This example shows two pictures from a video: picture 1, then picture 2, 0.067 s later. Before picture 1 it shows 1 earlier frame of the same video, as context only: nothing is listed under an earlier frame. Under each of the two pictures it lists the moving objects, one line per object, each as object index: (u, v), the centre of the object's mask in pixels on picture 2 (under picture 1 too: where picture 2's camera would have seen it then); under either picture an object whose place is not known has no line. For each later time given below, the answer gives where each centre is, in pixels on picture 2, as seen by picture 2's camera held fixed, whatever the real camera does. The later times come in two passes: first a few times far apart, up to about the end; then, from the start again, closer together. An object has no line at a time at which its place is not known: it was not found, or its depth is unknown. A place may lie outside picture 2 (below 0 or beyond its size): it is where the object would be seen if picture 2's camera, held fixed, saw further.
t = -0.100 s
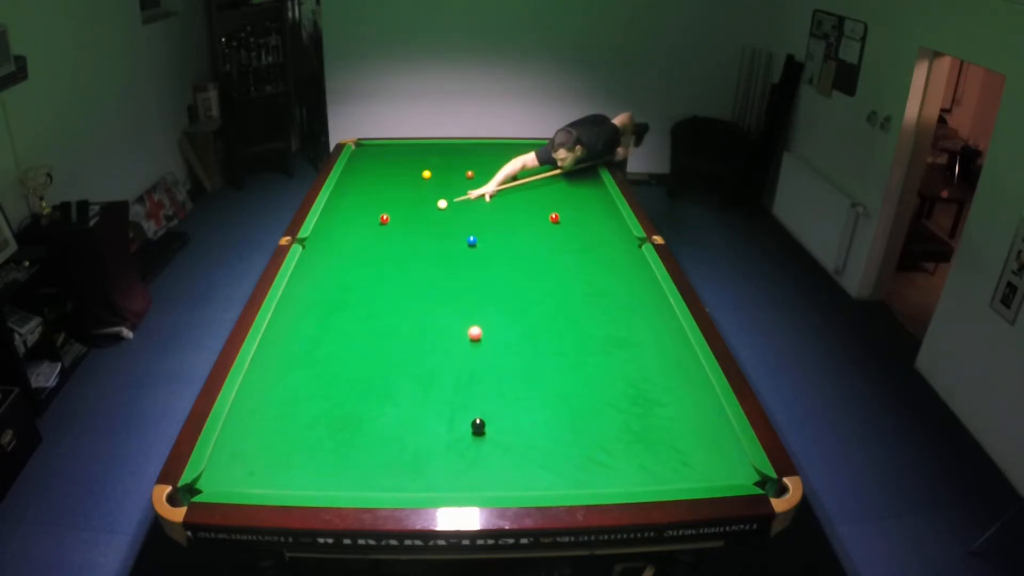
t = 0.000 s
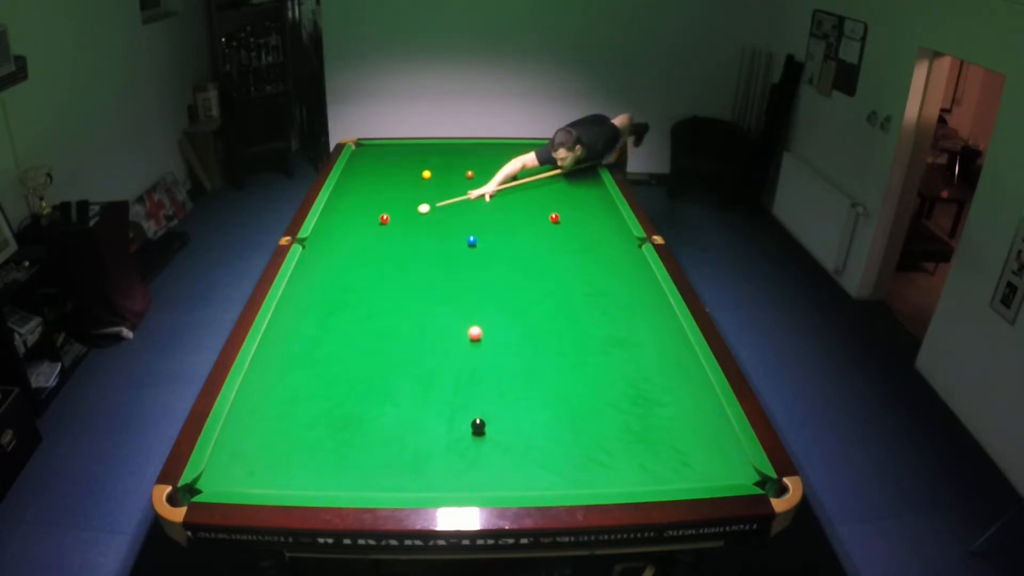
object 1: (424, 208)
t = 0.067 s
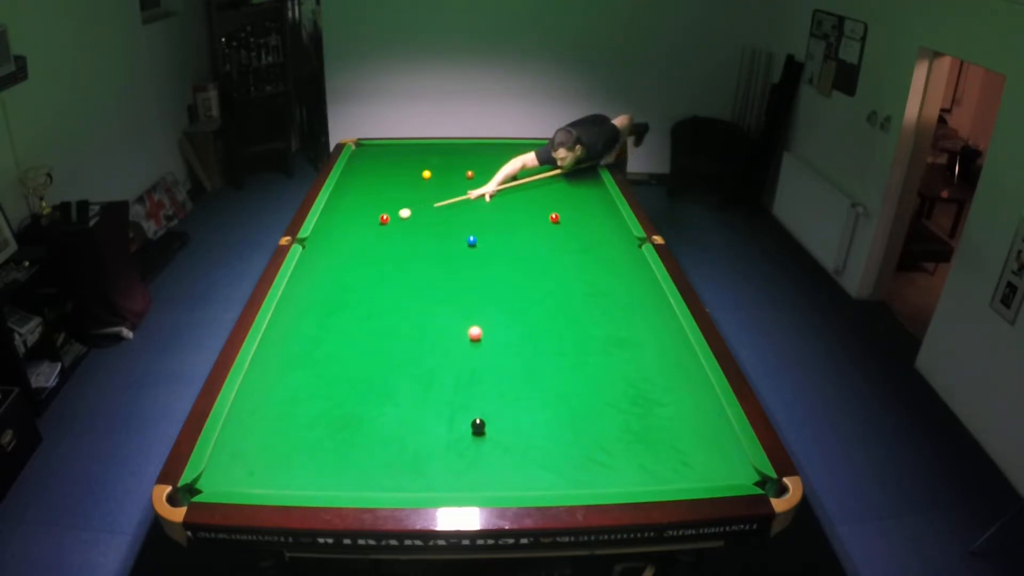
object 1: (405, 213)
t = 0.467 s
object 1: (371, 220)
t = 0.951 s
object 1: (335, 227)
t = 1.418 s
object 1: (323, 232)
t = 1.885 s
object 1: (337, 234)
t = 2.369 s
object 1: (350, 236)
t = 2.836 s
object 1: (359, 238)
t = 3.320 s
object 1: (365, 238)
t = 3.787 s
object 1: (367, 239)
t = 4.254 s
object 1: (367, 239)
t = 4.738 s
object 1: (367, 239)
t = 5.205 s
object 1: (367, 239)
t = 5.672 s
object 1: (367, 239)
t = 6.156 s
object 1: (367, 239)
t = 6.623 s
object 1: (367, 239)
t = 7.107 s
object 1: (367, 239)
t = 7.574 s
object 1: (367, 239)
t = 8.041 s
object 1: (367, 239)
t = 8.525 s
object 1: (367, 239)
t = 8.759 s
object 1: (367, 239)
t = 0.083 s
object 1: (400, 214)
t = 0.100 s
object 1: (395, 215)
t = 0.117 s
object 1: (392, 216)
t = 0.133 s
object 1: (392, 216)
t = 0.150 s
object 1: (391, 216)
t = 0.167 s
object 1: (391, 216)
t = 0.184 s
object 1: (390, 216)
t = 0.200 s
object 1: (389, 216)
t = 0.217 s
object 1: (389, 217)
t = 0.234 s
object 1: (388, 217)
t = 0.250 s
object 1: (387, 217)
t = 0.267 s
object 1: (386, 217)
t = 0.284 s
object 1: (385, 217)
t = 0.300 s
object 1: (384, 217)
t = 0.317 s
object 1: (383, 218)
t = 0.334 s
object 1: (381, 218)
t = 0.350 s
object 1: (380, 218)
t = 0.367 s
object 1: (379, 218)
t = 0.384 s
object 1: (377, 219)
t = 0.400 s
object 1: (376, 219)
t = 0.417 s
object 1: (375, 219)
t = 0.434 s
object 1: (373, 219)
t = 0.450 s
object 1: (372, 219)
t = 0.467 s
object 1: (371, 220)
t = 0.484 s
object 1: (369, 220)
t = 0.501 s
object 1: (368, 220)
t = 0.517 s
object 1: (367, 221)
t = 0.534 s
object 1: (366, 221)
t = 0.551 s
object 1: (364, 221)
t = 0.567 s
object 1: (363, 221)
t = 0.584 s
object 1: (362, 221)
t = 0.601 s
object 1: (361, 222)
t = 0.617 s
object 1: (359, 222)
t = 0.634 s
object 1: (358, 222)
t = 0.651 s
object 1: (357, 222)
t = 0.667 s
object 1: (355, 223)
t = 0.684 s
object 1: (354, 223)
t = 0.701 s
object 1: (353, 223)
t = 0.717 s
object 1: (352, 223)
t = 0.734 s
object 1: (351, 224)
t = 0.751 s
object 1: (349, 224)
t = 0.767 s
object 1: (348, 224)
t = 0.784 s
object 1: (347, 224)
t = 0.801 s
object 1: (346, 224)
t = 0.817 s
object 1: (345, 225)
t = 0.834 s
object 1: (343, 225)
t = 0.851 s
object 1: (342, 225)
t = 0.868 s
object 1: (341, 225)
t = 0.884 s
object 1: (340, 226)
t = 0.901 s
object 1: (338, 226)
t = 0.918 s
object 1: (337, 226)
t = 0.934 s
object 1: (336, 226)
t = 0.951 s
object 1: (335, 227)
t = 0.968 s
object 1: (334, 227)
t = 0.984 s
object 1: (333, 227)
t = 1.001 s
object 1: (331, 227)
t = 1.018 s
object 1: (330, 227)
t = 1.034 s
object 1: (329, 228)
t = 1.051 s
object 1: (328, 228)
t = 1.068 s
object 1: (327, 228)
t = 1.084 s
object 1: (326, 229)
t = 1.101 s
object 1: (325, 229)
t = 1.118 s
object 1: (323, 229)
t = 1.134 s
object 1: (322, 229)
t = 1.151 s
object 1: (321, 229)
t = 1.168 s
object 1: (320, 230)
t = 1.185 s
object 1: (319, 230)
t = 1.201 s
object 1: (318, 230)
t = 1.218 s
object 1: (317, 230)
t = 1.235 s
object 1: (316, 230)
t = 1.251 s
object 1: (317, 231)
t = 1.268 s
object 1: (317, 231)
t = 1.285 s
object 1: (318, 231)
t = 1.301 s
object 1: (319, 231)
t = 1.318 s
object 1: (319, 231)
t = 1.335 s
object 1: (320, 231)
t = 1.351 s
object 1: (320, 231)
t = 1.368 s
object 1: (321, 231)
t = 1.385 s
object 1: (322, 231)
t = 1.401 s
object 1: (322, 231)
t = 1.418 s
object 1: (323, 232)
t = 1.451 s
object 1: (324, 232)
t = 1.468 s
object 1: (324, 232)
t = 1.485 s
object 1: (325, 232)
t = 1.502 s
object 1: (325, 232)
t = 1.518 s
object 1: (326, 232)
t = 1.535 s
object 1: (327, 232)
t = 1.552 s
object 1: (327, 232)
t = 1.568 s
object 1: (328, 232)
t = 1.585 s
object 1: (328, 233)
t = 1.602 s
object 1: (329, 233)
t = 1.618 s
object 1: (329, 233)
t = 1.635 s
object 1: (330, 233)
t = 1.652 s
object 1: (330, 233)
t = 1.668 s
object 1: (331, 233)
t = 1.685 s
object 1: (331, 233)
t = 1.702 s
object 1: (332, 233)
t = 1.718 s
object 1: (332, 233)
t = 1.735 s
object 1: (333, 233)
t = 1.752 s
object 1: (333, 233)
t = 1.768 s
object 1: (334, 234)
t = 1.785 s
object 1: (334, 234)
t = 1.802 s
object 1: (335, 234)
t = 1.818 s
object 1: (335, 234)
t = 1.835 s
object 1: (336, 234)
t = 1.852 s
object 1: (336, 234)
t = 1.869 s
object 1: (337, 234)
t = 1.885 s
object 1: (337, 234)
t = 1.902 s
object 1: (338, 234)
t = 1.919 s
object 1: (338, 234)
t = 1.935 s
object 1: (339, 234)
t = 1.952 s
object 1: (339, 234)
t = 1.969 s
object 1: (340, 234)
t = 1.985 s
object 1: (340, 235)
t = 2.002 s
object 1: (341, 235)
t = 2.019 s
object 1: (341, 235)
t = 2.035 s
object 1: (342, 235)
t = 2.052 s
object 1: (342, 235)
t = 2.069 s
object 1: (342, 235)
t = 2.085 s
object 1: (343, 235)
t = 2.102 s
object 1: (343, 235)
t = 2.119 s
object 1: (344, 235)
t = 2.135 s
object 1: (344, 235)
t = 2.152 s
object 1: (344, 235)
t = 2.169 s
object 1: (345, 235)
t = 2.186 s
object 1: (345, 236)
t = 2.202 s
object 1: (346, 236)
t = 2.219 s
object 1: (346, 236)
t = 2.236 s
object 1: (347, 236)
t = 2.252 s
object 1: (347, 236)
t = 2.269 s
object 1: (347, 236)
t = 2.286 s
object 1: (348, 236)
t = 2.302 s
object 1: (348, 236)
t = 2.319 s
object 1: (349, 236)
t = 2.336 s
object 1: (349, 236)
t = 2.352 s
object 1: (349, 236)
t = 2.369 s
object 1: (350, 236)
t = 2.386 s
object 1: (350, 236)
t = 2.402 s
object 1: (350, 236)
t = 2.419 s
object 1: (351, 236)
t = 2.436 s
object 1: (351, 237)
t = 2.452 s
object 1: (352, 237)
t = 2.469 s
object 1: (352, 237)
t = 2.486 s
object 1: (352, 237)
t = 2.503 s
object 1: (353, 237)
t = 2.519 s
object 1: (353, 237)
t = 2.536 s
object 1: (353, 237)
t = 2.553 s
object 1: (354, 237)
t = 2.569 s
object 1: (354, 237)
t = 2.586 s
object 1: (354, 237)
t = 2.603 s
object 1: (355, 237)
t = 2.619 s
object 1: (355, 237)
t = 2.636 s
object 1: (355, 237)
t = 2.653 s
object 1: (356, 237)
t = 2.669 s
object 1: (356, 237)
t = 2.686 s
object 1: (356, 237)
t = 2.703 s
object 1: (356, 237)
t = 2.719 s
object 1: (357, 237)
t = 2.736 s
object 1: (357, 237)
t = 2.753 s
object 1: (357, 237)
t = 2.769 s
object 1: (358, 237)
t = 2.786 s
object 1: (358, 238)
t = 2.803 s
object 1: (358, 237)
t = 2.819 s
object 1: (358, 238)
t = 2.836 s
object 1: (359, 238)
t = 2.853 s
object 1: (359, 238)
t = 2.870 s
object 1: (359, 238)
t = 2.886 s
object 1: (360, 238)
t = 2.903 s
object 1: (360, 238)
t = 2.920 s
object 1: (360, 238)
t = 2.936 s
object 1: (360, 238)
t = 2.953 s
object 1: (360, 238)
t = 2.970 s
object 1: (361, 238)
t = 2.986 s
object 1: (361, 238)
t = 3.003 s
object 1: (361, 238)
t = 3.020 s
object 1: (361, 238)
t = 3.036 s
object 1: (362, 238)
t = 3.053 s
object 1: (362, 238)
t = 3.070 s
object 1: (362, 238)
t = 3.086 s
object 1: (362, 238)
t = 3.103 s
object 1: (362, 238)
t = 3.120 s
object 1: (363, 238)
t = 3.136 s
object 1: (363, 238)
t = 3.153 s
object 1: (363, 238)
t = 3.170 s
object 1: (363, 238)
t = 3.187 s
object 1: (363, 238)
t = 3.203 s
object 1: (363, 238)
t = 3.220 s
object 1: (364, 238)
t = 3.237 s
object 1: (364, 238)
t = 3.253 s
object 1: (364, 238)
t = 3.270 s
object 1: (364, 238)
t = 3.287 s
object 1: (364, 238)
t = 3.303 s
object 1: (365, 238)
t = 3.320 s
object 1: (365, 238)
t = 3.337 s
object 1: (365, 239)
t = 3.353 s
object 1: (365, 239)
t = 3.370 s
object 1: (365, 239)
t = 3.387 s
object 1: (365, 239)
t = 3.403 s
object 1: (365, 239)
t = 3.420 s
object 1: (365, 239)
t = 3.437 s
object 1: (365, 239)
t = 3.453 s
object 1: (366, 239)
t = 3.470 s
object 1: (366, 239)
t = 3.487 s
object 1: (366, 239)
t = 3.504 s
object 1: (366, 239)
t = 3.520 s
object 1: (366, 239)
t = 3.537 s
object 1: (366, 239)
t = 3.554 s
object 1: (366, 239)
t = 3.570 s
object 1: (366, 239)
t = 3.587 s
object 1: (366, 239)
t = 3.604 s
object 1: (366, 239)
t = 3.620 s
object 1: (366, 239)
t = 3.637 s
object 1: (366, 239)
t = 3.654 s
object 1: (366, 239)
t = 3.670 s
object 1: (366, 239)
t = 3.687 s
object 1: (367, 239)
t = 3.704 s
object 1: (367, 239)
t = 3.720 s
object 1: (367, 239)
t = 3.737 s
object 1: (367, 239)
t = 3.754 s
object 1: (367, 239)
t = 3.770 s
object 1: (367, 239)
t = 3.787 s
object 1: (367, 239)
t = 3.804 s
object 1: (367, 239)
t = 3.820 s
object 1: (367, 239)
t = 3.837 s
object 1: (367, 239)
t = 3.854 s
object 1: (367, 239)
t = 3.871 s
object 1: (367, 239)
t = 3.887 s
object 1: (367, 239)
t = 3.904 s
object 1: (367, 239)
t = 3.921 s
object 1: (367, 239)
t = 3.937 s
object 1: (367, 239)
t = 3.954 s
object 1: (367, 239)
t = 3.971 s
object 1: (367, 239)
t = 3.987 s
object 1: (367, 239)
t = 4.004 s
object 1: (367, 239)
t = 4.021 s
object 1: (367, 239)
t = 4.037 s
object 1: (367, 239)
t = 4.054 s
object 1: (367, 239)
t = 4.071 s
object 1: (367, 239)
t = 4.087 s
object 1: (367, 239)
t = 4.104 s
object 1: (367, 239)
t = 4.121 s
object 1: (367, 239)
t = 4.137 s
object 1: (367, 239)
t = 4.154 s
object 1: (367, 239)
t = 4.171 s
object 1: (367, 239)
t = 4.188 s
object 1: (367, 239)
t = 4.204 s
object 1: (367, 239)
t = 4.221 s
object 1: (367, 239)
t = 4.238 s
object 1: (367, 239)
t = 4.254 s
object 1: (367, 239)
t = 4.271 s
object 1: (367, 239)
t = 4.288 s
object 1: (367, 239)
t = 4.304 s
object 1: (367, 239)
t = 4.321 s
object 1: (367, 239)
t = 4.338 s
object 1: (367, 239)
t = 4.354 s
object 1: (367, 239)
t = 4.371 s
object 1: (367, 239)
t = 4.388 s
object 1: (367, 239)
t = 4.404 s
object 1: (367, 239)
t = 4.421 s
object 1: (367, 239)
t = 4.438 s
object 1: (367, 239)
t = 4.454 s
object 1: (367, 239)
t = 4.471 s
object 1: (367, 239)
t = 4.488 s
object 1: (367, 239)
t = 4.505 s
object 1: (367, 239)
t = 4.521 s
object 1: (367, 239)
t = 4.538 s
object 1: (367, 239)
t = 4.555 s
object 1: (367, 239)
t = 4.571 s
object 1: (367, 239)
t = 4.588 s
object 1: (367, 239)
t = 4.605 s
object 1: (367, 239)
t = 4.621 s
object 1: (367, 239)
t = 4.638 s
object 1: (367, 239)
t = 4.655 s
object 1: (367, 239)
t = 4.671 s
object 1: (367, 239)
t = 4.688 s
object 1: (367, 239)
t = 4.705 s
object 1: (367, 239)
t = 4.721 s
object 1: (367, 239)
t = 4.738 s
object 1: (367, 239)
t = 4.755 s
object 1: (367, 239)
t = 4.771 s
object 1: (367, 239)
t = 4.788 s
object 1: (367, 239)
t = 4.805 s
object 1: (367, 239)
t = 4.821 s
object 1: (367, 239)
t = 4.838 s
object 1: (367, 239)
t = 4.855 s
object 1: (367, 239)
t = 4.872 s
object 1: (367, 239)
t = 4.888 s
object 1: (367, 239)
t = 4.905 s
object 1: (367, 239)
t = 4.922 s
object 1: (367, 239)
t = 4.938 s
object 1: (367, 239)
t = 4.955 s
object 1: (367, 239)
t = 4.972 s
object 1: (367, 239)
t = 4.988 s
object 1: (367, 239)
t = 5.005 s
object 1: (367, 239)
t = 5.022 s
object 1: (367, 239)
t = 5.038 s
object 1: (367, 239)
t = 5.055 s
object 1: (367, 239)
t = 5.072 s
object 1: (367, 239)
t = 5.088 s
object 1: (367, 239)
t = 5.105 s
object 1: (367, 239)
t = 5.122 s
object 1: (367, 239)
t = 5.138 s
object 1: (367, 239)
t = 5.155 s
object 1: (367, 239)
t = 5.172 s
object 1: (367, 239)
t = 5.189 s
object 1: (367, 239)
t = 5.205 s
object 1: (367, 239)
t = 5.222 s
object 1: (367, 239)
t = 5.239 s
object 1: (367, 239)
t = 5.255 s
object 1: (367, 239)
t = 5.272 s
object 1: (367, 239)
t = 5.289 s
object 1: (367, 239)
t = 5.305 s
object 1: (367, 239)
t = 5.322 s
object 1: (367, 239)
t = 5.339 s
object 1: (367, 239)
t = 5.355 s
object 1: (367, 239)
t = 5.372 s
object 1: (367, 239)
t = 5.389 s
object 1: (367, 239)
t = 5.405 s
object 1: (367, 239)
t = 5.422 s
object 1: (367, 239)
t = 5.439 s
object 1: (367, 239)
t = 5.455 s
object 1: (367, 239)
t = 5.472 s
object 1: (367, 239)
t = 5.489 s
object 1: (367, 239)
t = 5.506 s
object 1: (367, 239)
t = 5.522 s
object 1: (367, 239)
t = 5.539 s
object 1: (367, 239)
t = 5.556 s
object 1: (367, 239)
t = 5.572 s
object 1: (367, 239)
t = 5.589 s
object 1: (367, 239)
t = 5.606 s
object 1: (367, 239)
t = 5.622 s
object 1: (367, 239)
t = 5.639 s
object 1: (367, 239)
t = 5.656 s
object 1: (367, 239)
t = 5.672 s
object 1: (367, 239)
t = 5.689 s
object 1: (367, 239)
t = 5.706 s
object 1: (367, 239)
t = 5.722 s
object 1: (367, 239)
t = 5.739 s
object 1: (367, 239)
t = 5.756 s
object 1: (367, 239)
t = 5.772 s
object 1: (367, 239)
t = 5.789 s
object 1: (367, 239)
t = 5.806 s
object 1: (367, 239)
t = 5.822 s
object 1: (367, 239)
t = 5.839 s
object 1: (367, 239)
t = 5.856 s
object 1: (367, 239)
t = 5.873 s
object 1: (367, 239)
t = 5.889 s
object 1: (367, 239)
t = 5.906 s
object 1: (367, 239)
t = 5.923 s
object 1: (367, 239)
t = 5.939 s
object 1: (367, 239)
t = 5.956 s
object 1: (367, 239)
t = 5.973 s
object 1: (367, 239)
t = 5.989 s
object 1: (367, 239)
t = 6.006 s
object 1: (367, 239)
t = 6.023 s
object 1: (367, 239)
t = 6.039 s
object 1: (367, 239)
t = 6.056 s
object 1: (367, 239)
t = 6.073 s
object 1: (367, 239)
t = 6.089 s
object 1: (367, 239)
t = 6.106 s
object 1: (367, 239)
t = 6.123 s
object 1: (367, 239)
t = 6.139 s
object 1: (367, 239)
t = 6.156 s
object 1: (367, 239)
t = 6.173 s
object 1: (367, 239)
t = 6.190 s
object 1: (367, 239)
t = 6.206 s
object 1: (367, 239)
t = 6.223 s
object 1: (367, 239)
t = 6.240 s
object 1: (367, 239)
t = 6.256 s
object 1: (367, 239)
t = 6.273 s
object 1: (367, 239)
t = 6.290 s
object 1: (367, 239)
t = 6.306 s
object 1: (367, 239)
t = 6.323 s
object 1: (367, 239)
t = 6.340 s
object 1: (367, 239)
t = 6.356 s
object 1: (367, 239)
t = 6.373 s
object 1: (367, 239)
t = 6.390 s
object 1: (367, 239)
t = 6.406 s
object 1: (367, 239)
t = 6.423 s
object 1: (367, 239)
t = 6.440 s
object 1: (367, 239)
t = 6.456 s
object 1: (367, 239)
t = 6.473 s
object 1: (367, 239)
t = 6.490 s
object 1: (367, 239)
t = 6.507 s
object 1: (367, 239)
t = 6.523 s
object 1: (367, 239)
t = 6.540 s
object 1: (367, 239)
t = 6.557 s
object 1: (367, 239)
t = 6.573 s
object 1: (367, 239)
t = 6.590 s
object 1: (367, 239)
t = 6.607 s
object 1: (367, 239)
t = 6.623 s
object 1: (367, 239)
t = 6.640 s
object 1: (367, 239)
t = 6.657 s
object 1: (367, 239)
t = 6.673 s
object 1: (367, 239)
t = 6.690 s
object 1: (367, 239)
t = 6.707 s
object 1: (367, 239)
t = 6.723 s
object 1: (367, 239)
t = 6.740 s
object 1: (367, 239)
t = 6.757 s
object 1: (367, 239)
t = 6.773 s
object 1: (367, 239)
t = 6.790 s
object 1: (367, 239)
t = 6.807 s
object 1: (367, 239)
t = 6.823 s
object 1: (367, 239)
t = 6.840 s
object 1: (367, 239)
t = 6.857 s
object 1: (367, 239)
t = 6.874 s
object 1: (367, 239)
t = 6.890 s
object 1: (367, 239)
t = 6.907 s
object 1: (367, 239)
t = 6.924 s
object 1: (367, 239)
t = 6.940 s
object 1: (367, 239)
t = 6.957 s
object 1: (367, 239)
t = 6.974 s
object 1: (367, 239)
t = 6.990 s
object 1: (367, 239)
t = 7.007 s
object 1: (367, 239)
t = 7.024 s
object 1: (367, 239)
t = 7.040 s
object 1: (367, 239)
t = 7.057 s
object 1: (367, 239)
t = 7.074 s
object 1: (367, 239)
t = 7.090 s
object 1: (367, 239)
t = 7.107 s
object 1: (367, 239)
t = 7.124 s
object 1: (367, 239)
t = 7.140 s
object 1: (367, 239)
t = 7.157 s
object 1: (367, 239)
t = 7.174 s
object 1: (367, 239)
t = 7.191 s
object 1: (367, 239)
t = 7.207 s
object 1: (367, 239)
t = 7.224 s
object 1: (367, 239)
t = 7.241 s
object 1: (367, 239)
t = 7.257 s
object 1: (367, 239)
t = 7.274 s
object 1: (367, 239)
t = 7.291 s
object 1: (367, 239)
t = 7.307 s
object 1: (367, 239)
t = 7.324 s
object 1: (367, 239)
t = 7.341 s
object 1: (367, 239)
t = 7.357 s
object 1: (367, 239)
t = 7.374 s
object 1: (367, 239)
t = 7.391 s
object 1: (367, 239)
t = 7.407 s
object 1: (367, 239)
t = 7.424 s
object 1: (367, 239)
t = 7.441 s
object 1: (367, 239)
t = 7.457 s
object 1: (367, 239)
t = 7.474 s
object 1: (367, 239)
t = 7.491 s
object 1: (367, 239)
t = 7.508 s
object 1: (367, 239)
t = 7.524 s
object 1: (367, 239)
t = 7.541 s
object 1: (367, 239)
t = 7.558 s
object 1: (367, 239)
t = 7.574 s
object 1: (367, 239)
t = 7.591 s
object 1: (367, 239)
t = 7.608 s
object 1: (367, 239)
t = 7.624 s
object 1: (367, 239)
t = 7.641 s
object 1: (367, 239)
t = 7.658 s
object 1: (367, 239)
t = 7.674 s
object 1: (367, 239)
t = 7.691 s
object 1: (367, 239)
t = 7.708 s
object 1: (367, 239)
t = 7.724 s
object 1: (367, 239)
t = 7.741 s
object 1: (367, 239)
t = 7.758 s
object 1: (367, 239)
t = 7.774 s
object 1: (367, 239)
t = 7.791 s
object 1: (367, 239)
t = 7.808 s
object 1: (367, 239)
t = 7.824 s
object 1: (367, 239)
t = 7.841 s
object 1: (367, 239)
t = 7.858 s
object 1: (367, 239)
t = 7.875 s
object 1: (367, 239)
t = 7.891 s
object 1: (367, 239)
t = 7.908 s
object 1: (367, 239)
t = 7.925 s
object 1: (367, 239)
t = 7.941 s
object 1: (367, 239)
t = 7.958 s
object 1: (367, 239)
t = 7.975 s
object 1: (367, 239)
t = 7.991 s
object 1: (367, 239)
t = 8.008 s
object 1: (367, 239)
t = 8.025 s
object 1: (367, 239)
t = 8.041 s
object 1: (367, 239)
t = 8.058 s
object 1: (367, 239)
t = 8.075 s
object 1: (367, 239)
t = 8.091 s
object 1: (367, 239)
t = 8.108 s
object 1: (367, 239)
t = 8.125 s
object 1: (367, 239)
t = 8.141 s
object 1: (367, 239)
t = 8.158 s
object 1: (367, 239)
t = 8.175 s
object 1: (367, 239)
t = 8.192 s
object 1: (367, 239)
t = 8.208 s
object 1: (367, 239)
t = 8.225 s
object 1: (367, 239)
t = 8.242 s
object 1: (367, 239)
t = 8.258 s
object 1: (367, 239)
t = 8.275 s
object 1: (367, 239)
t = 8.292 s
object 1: (367, 239)
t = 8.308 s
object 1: (367, 239)
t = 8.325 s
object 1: (367, 239)
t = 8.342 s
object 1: (367, 239)
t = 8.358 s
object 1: (367, 239)
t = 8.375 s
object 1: (367, 239)
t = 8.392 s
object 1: (367, 239)
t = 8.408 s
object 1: (367, 239)
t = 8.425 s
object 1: (367, 239)
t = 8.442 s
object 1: (367, 239)
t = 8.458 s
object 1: (367, 239)
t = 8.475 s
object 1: (367, 239)
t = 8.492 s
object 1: (367, 239)
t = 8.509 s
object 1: (367, 239)
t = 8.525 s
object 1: (367, 239)
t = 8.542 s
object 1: (367, 239)
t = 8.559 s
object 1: (367, 239)
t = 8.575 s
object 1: (367, 239)
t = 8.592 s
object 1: (367, 239)
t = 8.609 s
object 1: (367, 239)
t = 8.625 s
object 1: (367, 239)
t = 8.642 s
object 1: (367, 239)
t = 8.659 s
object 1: (367, 239)
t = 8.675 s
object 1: (367, 239)
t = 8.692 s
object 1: (367, 239)
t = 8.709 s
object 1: (367, 239)
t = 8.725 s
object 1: (367, 239)
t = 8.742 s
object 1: (367, 239)
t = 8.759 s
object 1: (367, 239)
